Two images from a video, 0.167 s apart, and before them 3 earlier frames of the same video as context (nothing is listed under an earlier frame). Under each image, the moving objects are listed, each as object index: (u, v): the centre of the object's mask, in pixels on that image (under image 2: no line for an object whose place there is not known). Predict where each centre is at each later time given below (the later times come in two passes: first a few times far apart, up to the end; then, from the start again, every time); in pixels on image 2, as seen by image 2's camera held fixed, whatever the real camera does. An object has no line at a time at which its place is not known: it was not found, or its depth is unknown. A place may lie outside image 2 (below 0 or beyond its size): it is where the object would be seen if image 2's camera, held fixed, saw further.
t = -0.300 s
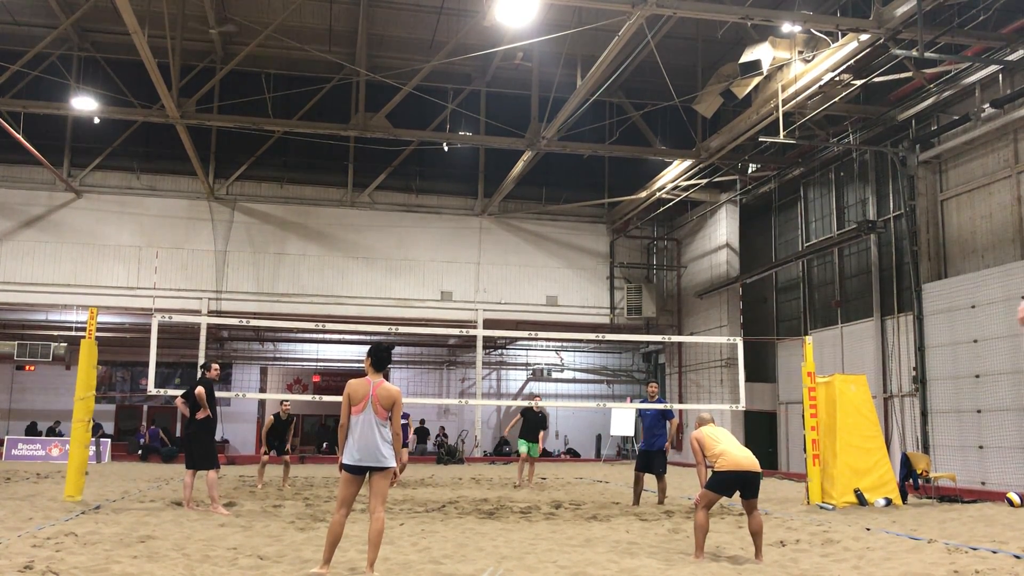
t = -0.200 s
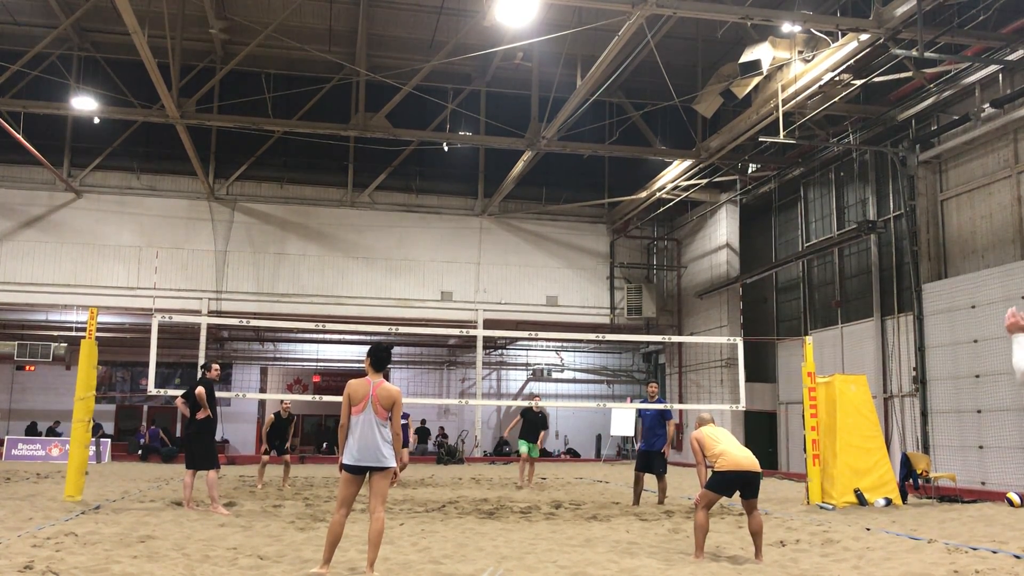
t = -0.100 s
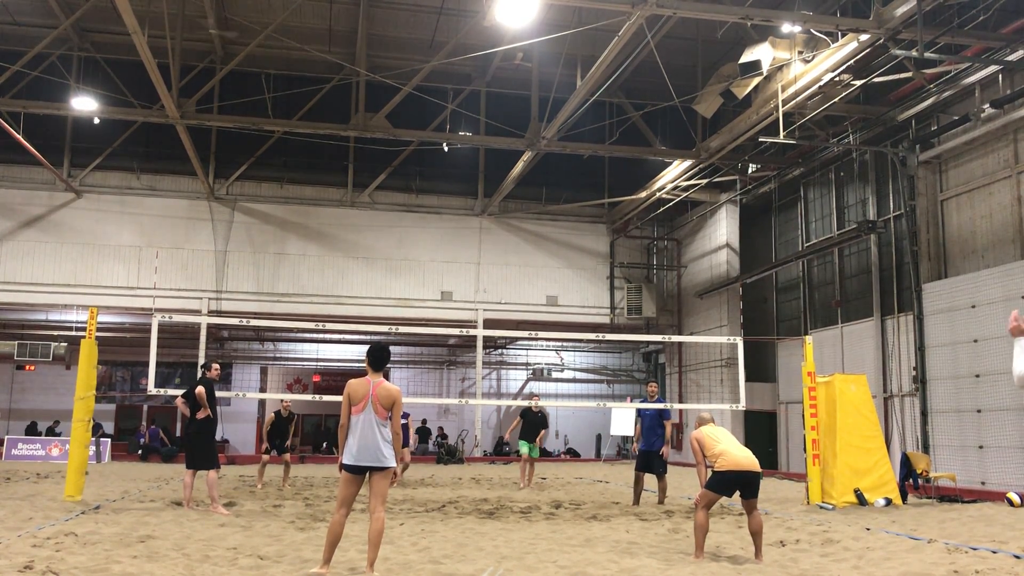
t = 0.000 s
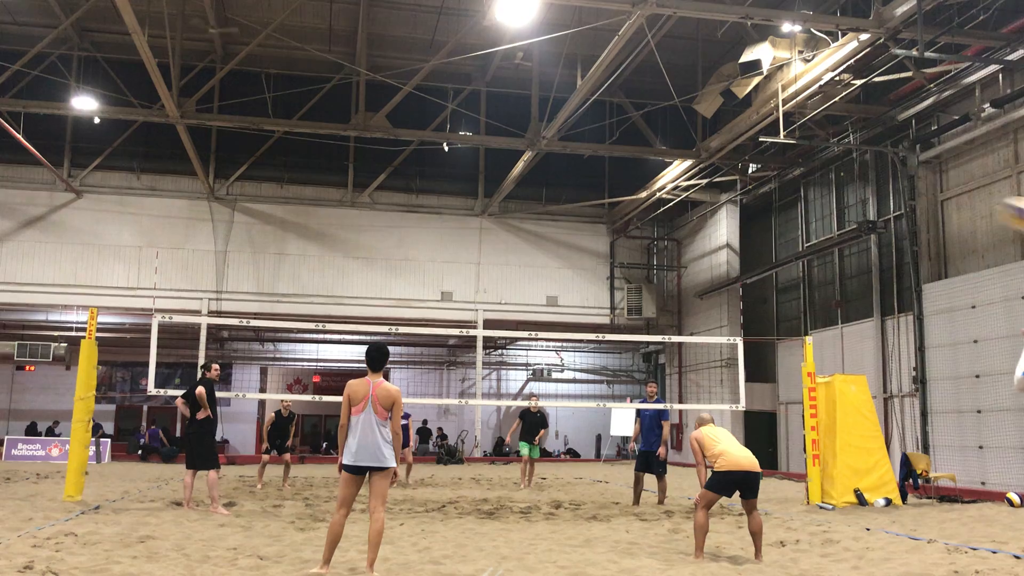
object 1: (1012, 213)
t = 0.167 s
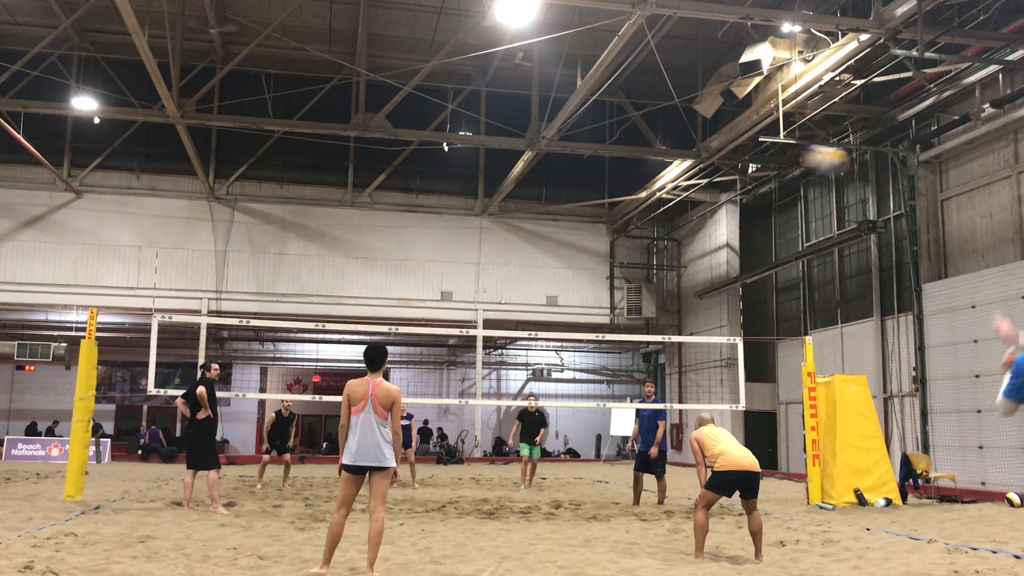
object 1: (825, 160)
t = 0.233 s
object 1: (767, 152)
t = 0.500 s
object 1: (610, 172)
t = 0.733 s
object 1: (522, 228)
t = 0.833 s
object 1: (494, 256)
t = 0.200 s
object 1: (795, 156)
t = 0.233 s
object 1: (767, 152)
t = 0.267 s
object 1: (740, 150)
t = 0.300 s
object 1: (716, 149)
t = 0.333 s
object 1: (695, 150)
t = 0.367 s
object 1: (675, 152)
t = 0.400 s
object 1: (656, 156)
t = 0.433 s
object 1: (640, 161)
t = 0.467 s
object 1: (625, 166)
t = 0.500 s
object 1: (610, 172)
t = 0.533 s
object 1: (595, 179)
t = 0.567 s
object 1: (581, 186)
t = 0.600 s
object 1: (568, 193)
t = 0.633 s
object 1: (556, 202)
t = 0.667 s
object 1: (544, 210)
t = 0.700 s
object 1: (533, 218)
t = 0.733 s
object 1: (522, 228)
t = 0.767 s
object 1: (513, 237)
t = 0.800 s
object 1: (503, 246)
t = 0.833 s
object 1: (494, 256)
